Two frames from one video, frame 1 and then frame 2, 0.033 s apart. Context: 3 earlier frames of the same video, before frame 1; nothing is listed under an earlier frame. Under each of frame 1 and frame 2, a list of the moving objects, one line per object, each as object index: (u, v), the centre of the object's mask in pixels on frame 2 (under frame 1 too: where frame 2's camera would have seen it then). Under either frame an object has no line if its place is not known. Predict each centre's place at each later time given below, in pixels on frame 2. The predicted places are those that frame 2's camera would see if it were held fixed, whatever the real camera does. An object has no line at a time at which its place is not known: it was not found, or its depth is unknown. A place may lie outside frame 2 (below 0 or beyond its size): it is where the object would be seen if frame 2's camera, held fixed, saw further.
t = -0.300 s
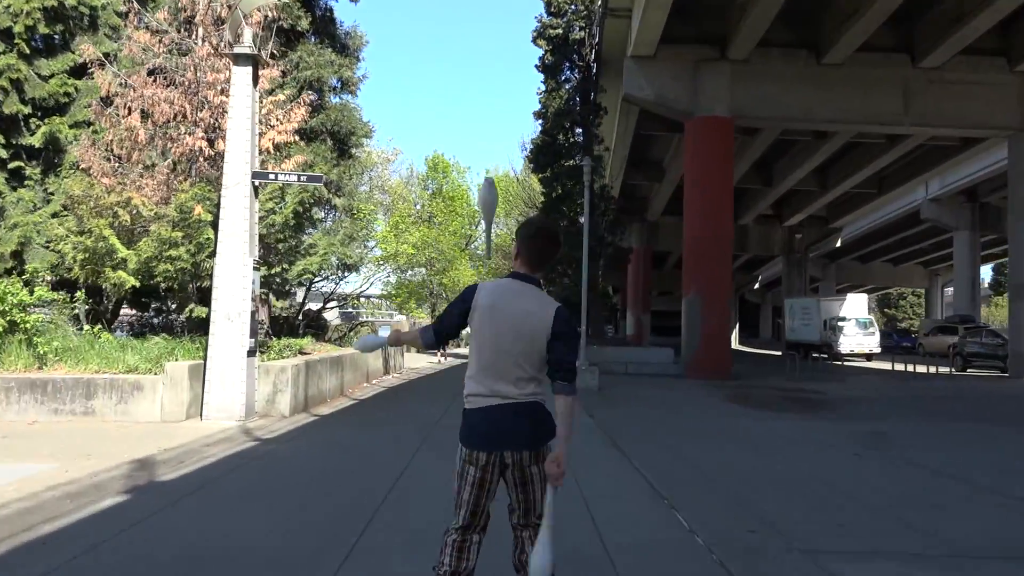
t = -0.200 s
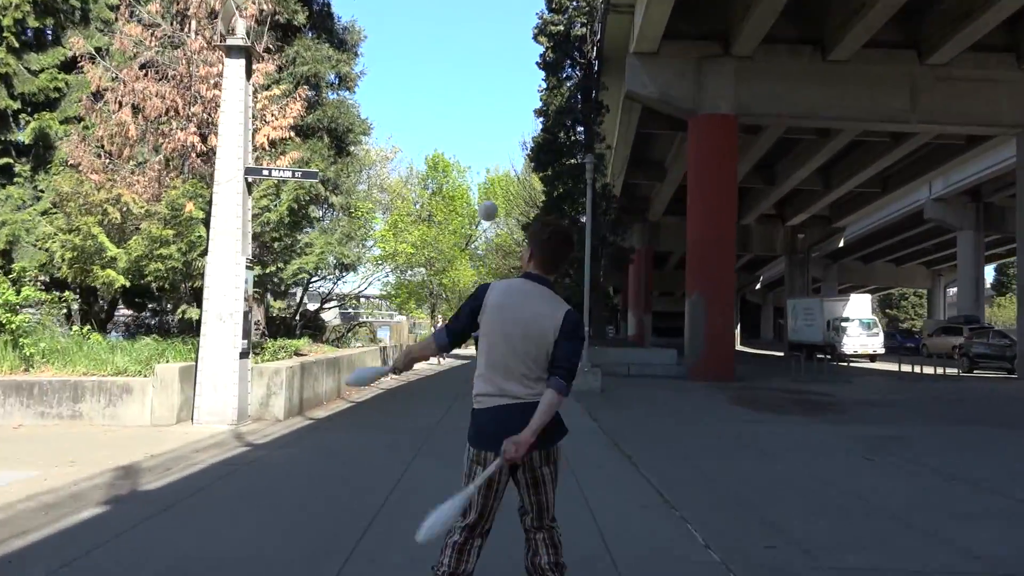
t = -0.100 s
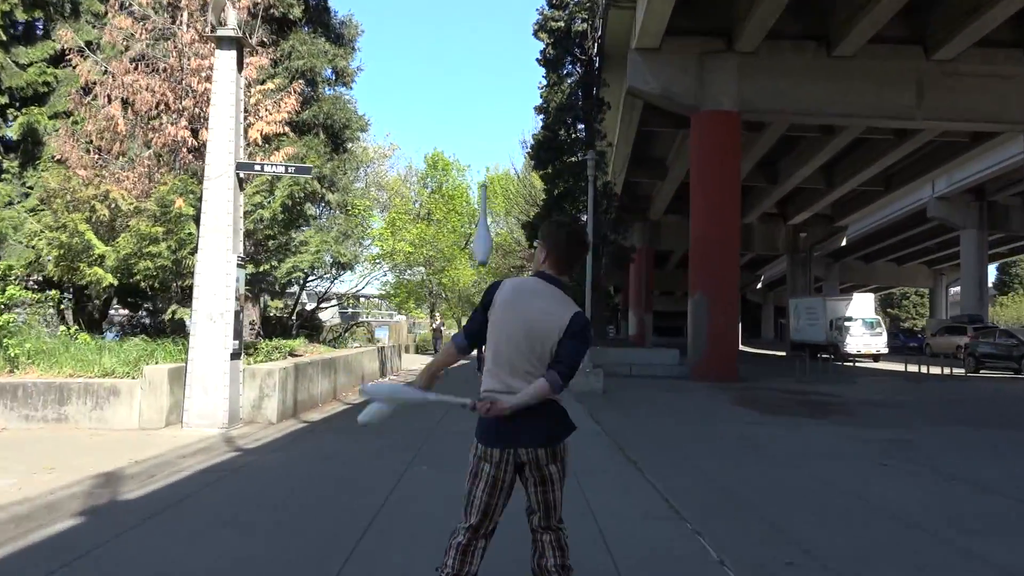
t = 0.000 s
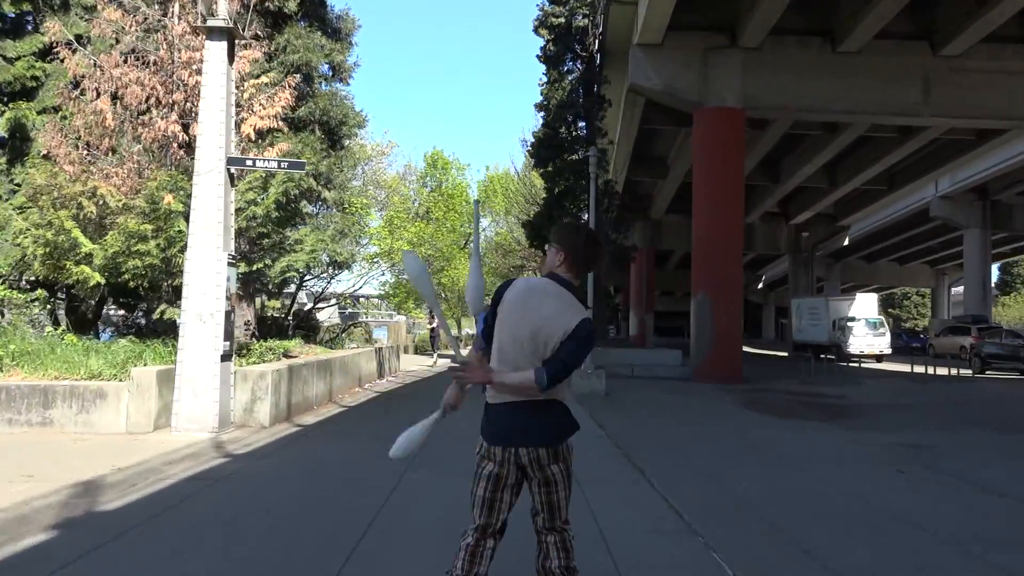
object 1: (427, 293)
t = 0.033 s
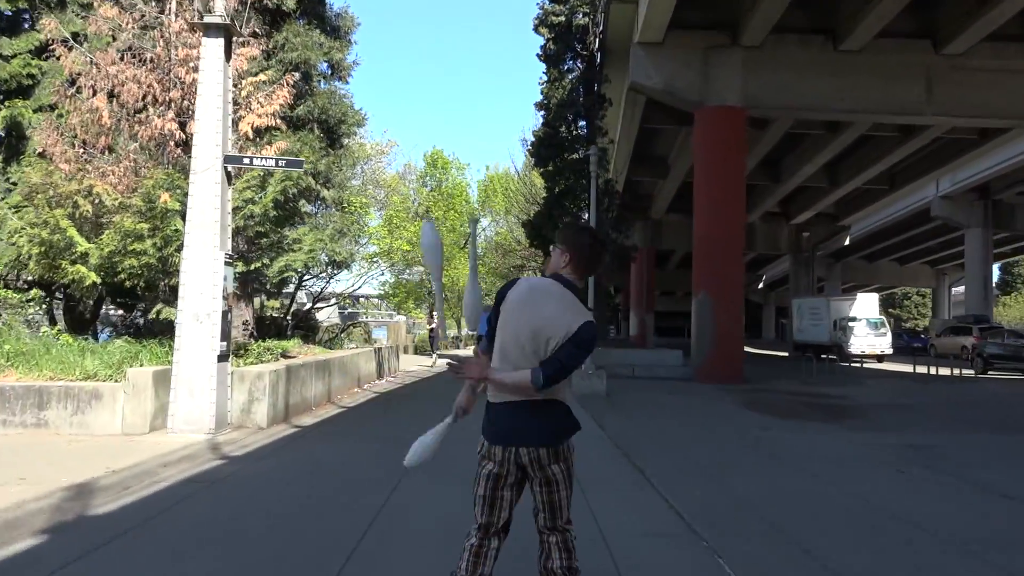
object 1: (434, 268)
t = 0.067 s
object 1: (442, 243)
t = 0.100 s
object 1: (449, 226)
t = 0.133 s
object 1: (456, 211)
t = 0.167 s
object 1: (462, 198)
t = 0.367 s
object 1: (480, 163)
